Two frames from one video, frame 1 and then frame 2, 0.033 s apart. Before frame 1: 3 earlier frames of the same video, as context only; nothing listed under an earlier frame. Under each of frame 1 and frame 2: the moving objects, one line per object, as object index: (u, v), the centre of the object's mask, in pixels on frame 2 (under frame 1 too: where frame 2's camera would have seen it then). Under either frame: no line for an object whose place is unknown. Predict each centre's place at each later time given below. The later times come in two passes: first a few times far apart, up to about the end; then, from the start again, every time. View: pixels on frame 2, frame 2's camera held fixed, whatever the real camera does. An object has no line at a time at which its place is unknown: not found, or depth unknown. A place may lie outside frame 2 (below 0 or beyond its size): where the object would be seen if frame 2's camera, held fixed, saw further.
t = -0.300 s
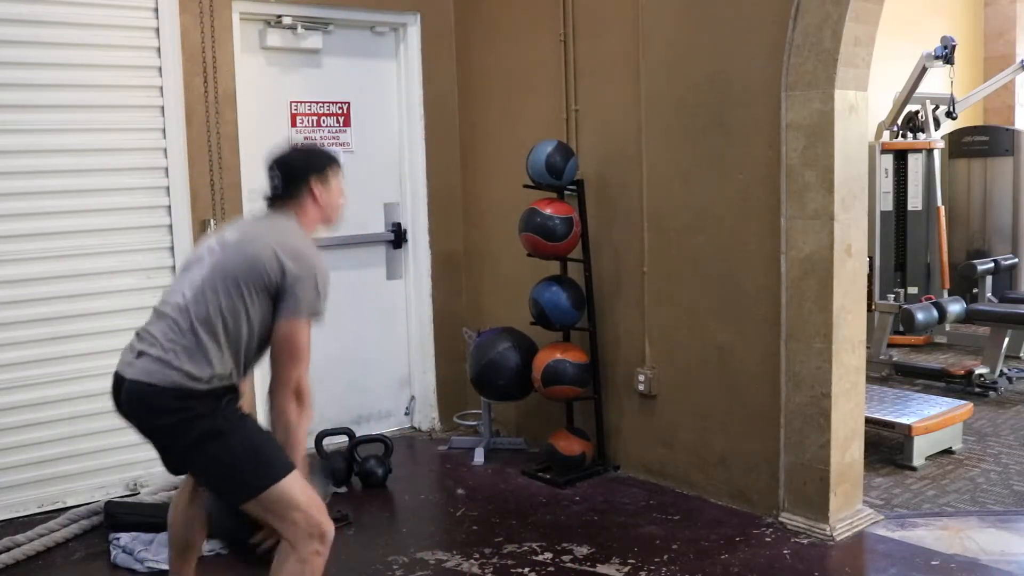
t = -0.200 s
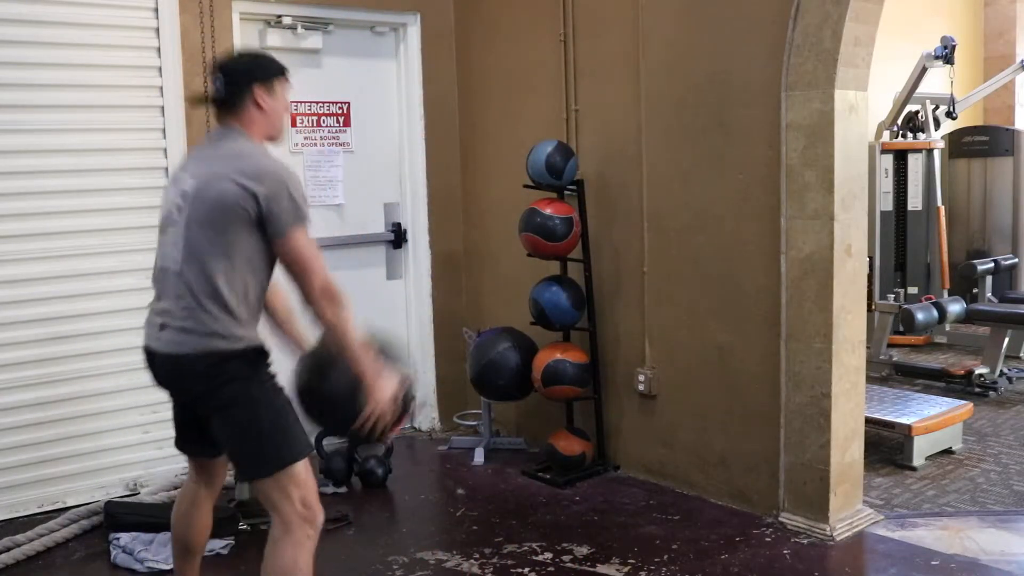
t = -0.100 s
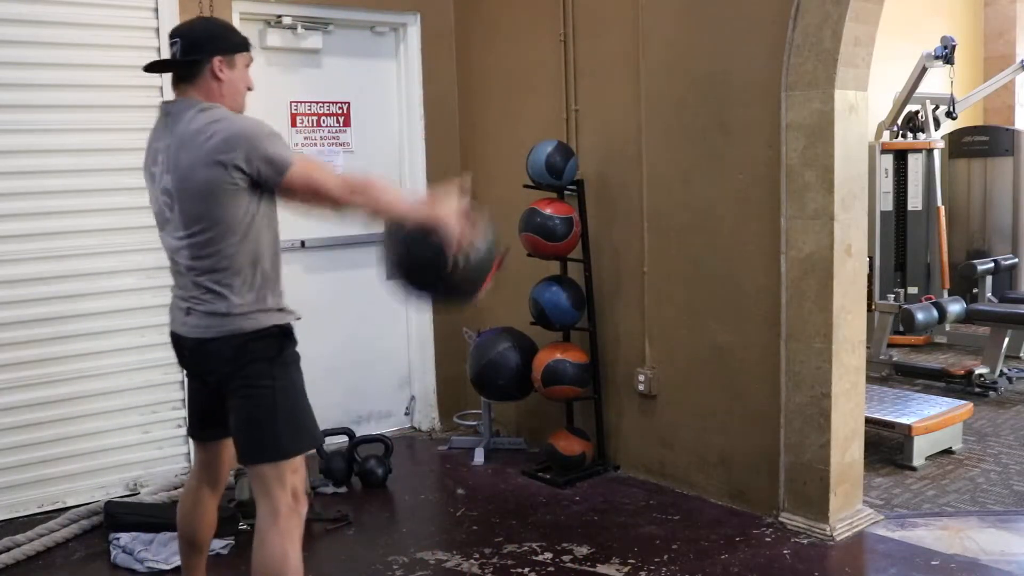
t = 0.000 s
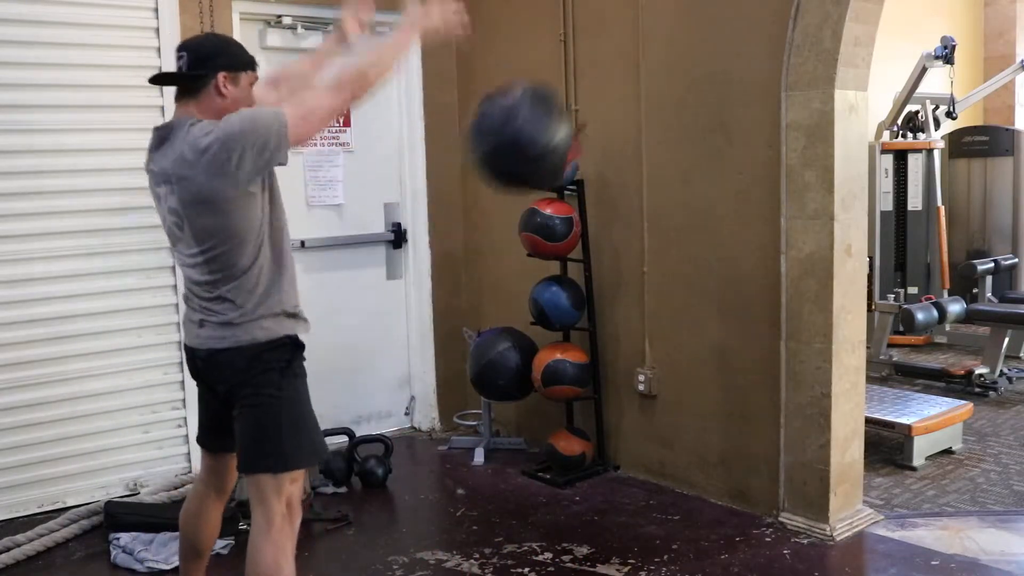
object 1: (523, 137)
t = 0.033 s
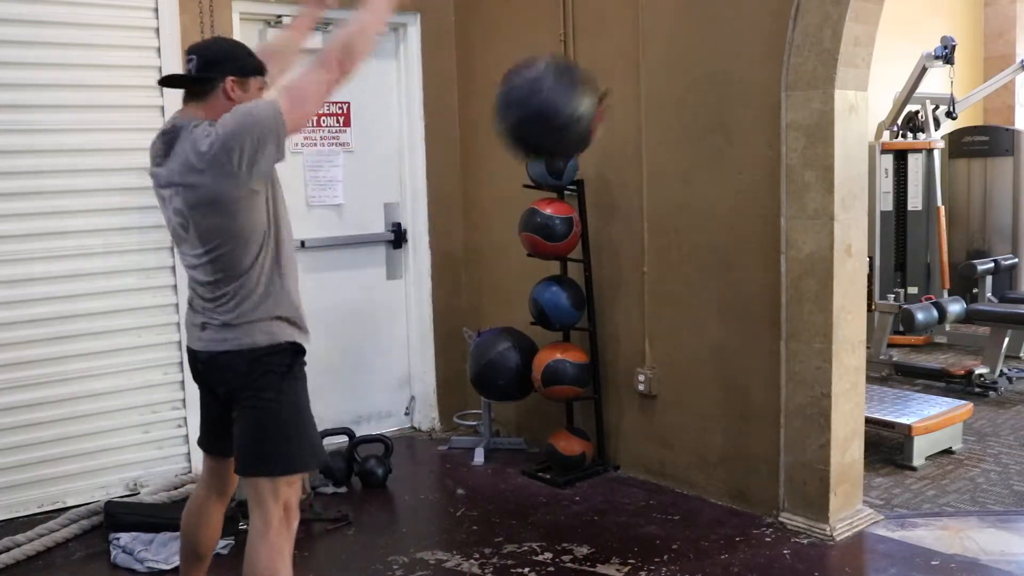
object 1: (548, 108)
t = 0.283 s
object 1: (695, 30)
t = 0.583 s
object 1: (616, 116)
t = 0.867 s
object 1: (536, 477)
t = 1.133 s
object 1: (492, 478)
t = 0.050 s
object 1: (561, 95)
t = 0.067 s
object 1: (573, 85)
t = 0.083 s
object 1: (585, 74)
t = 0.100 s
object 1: (597, 64)
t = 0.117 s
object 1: (607, 57)
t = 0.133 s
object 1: (620, 49)
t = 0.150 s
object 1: (630, 44)
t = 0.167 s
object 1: (641, 40)
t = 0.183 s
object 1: (652, 37)
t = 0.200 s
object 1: (662, 35)
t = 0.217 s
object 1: (672, 33)
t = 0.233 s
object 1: (683, 32)
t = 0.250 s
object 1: (692, 31)
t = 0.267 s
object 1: (698, 30)
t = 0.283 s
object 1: (695, 30)
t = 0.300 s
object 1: (691, 29)
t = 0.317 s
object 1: (686, 29)
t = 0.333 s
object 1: (682, 29)
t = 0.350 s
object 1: (678, 30)
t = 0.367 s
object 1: (673, 31)
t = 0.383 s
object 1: (669, 32)
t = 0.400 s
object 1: (664, 34)
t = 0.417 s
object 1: (660, 37)
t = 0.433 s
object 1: (656, 39)
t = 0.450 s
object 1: (651, 43)
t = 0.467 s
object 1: (647, 48)
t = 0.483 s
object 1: (643, 54)
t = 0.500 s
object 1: (638, 62)
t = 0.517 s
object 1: (634, 72)
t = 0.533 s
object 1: (629, 82)
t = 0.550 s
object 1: (625, 93)
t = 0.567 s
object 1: (621, 104)
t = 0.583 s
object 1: (616, 116)
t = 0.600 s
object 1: (612, 130)
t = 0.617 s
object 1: (606, 144)
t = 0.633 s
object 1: (602, 160)
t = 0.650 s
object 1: (598, 175)
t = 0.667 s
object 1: (593, 191)
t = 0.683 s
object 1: (587, 212)
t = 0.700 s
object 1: (582, 231)
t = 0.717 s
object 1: (578, 252)
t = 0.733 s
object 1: (572, 276)
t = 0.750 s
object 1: (568, 297)
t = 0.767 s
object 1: (563, 322)
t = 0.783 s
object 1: (556, 349)
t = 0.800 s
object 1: (552, 373)
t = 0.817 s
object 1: (547, 398)
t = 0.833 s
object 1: (543, 425)
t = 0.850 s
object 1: (539, 448)
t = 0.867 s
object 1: (536, 477)
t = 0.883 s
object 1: (529, 501)
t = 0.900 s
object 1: (522, 531)
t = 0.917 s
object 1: (520, 539)
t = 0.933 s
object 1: (516, 537)
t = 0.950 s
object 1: (515, 531)
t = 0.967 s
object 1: (513, 524)
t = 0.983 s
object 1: (511, 516)
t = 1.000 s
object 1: (509, 509)
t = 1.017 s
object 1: (507, 502)
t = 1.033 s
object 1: (505, 496)
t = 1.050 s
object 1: (502, 491)
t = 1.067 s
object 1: (500, 488)
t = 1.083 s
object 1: (497, 484)
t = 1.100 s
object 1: (496, 481)
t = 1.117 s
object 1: (495, 479)
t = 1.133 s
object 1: (492, 478)
